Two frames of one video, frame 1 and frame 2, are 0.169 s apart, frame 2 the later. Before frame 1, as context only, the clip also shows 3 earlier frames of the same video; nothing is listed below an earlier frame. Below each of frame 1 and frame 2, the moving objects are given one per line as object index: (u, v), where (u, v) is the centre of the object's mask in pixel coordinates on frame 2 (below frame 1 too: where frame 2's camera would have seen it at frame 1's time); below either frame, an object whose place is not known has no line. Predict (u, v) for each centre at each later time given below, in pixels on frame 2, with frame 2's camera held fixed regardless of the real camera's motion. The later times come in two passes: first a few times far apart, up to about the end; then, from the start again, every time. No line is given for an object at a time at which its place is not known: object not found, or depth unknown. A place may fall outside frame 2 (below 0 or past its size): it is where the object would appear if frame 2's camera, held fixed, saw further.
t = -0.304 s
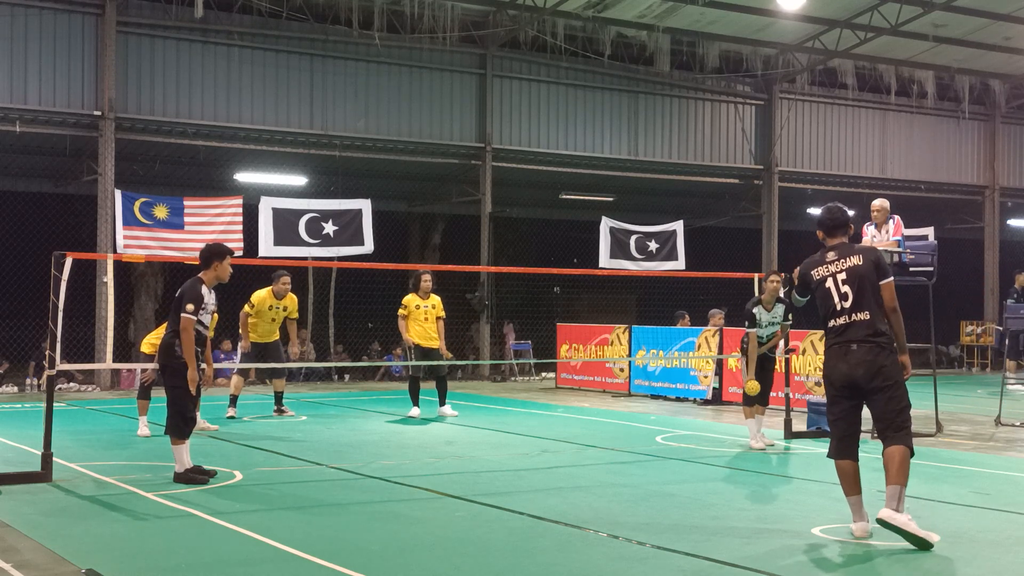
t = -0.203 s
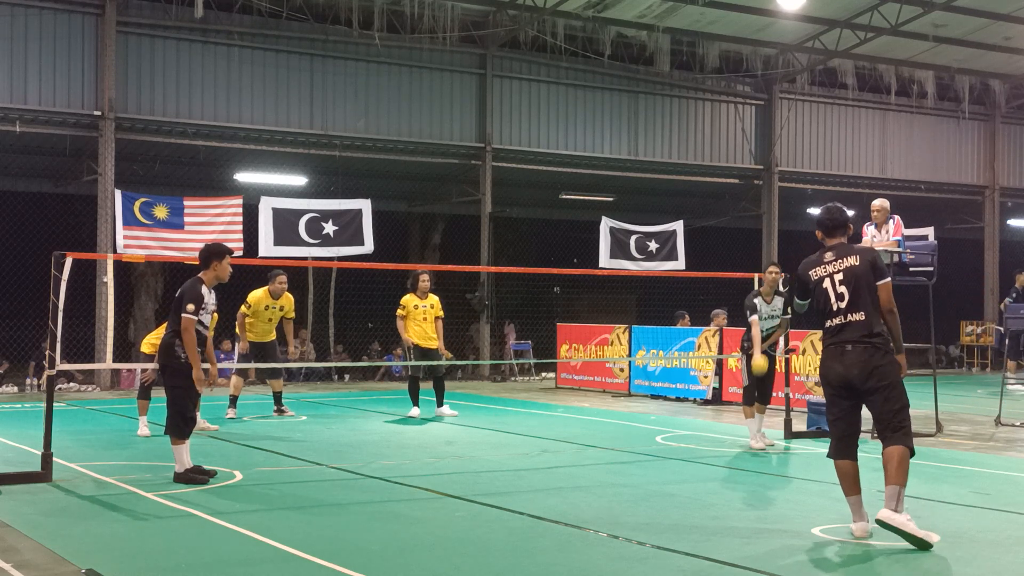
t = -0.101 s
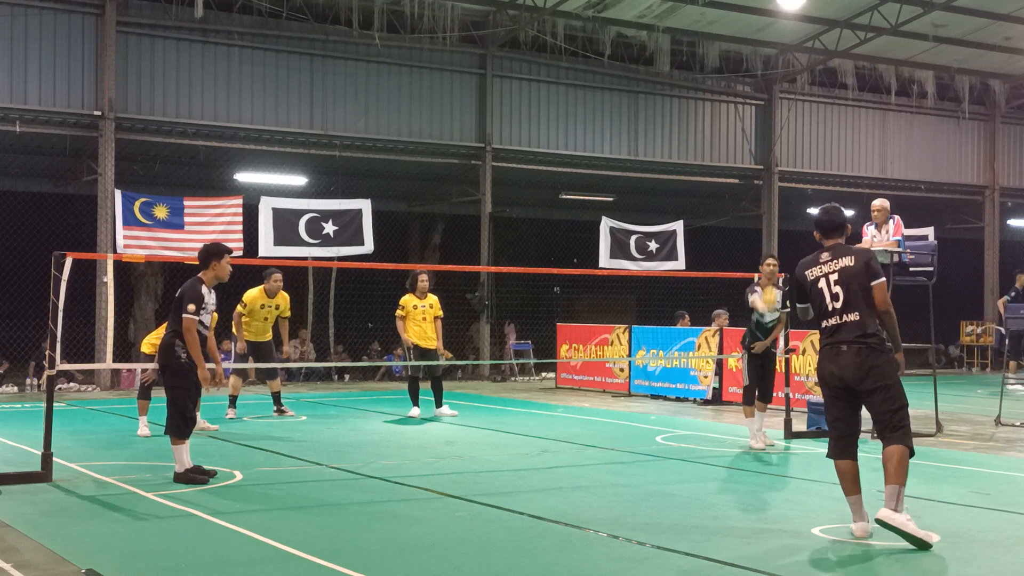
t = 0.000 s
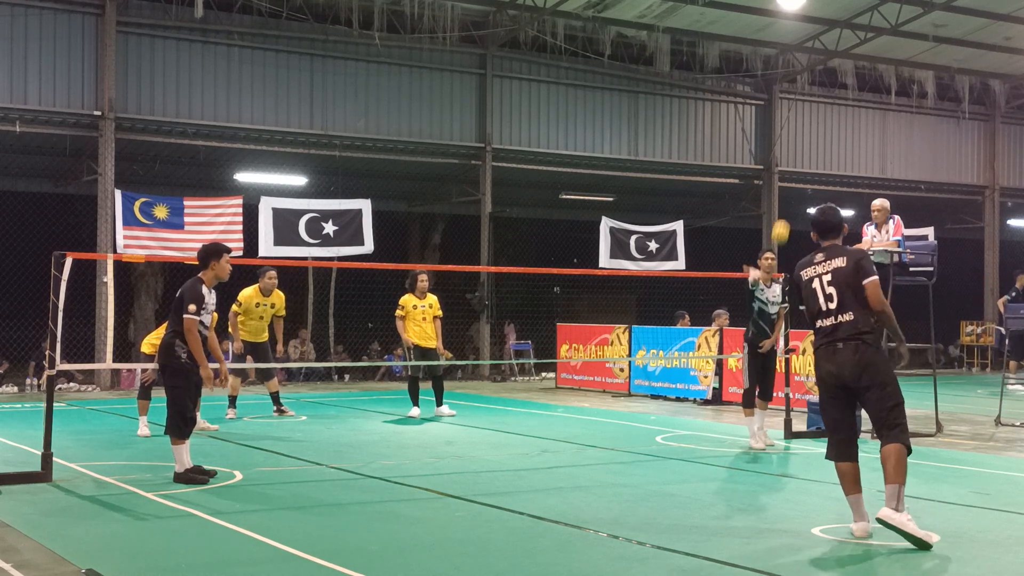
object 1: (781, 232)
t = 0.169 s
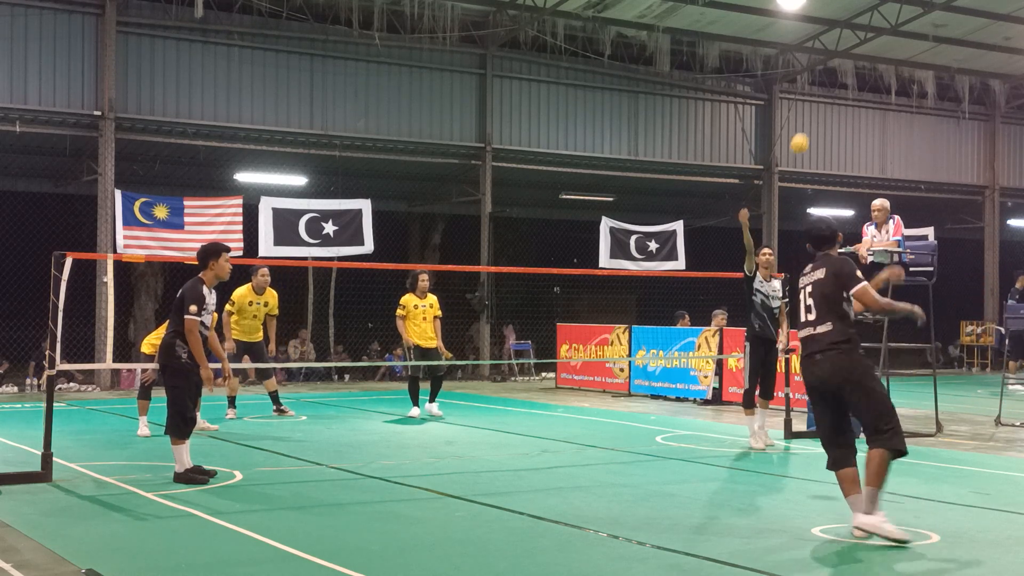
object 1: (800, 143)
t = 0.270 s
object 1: (812, 105)
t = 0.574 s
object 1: (854, 73)
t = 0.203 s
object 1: (803, 129)
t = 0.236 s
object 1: (808, 117)
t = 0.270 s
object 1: (812, 105)
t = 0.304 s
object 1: (817, 96)
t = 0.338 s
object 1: (821, 88)
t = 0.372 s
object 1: (825, 81)
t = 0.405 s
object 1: (830, 76)
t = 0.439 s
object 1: (834, 72)
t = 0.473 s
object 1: (839, 70)
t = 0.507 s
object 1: (844, 69)
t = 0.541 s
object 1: (849, 70)
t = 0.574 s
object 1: (854, 73)
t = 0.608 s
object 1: (859, 77)
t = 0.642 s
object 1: (864, 83)
